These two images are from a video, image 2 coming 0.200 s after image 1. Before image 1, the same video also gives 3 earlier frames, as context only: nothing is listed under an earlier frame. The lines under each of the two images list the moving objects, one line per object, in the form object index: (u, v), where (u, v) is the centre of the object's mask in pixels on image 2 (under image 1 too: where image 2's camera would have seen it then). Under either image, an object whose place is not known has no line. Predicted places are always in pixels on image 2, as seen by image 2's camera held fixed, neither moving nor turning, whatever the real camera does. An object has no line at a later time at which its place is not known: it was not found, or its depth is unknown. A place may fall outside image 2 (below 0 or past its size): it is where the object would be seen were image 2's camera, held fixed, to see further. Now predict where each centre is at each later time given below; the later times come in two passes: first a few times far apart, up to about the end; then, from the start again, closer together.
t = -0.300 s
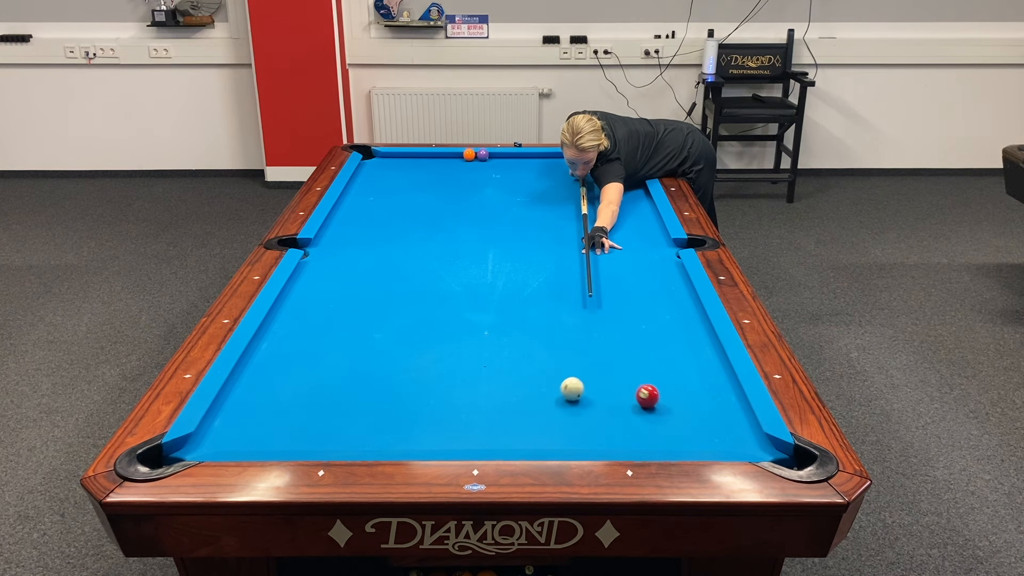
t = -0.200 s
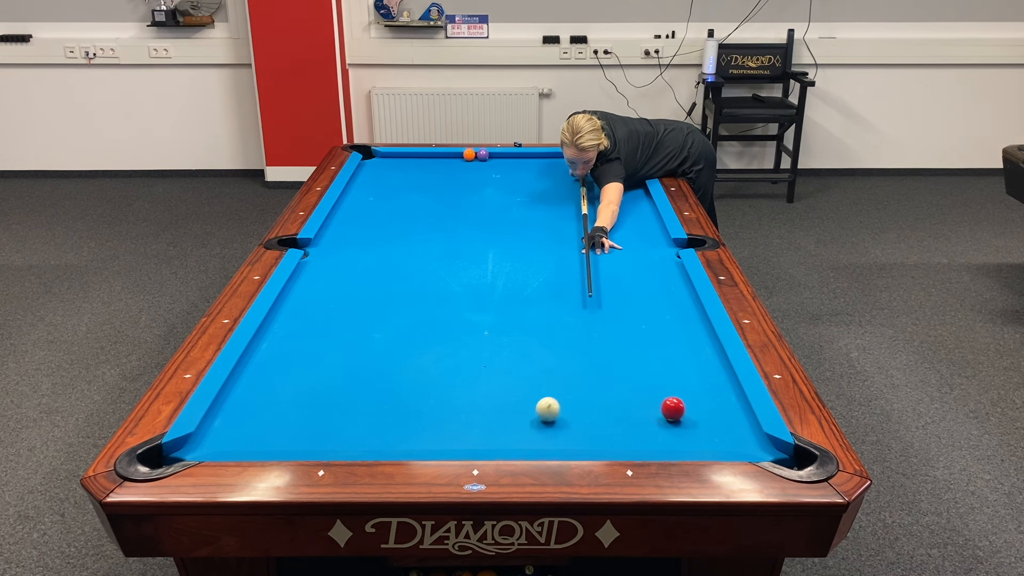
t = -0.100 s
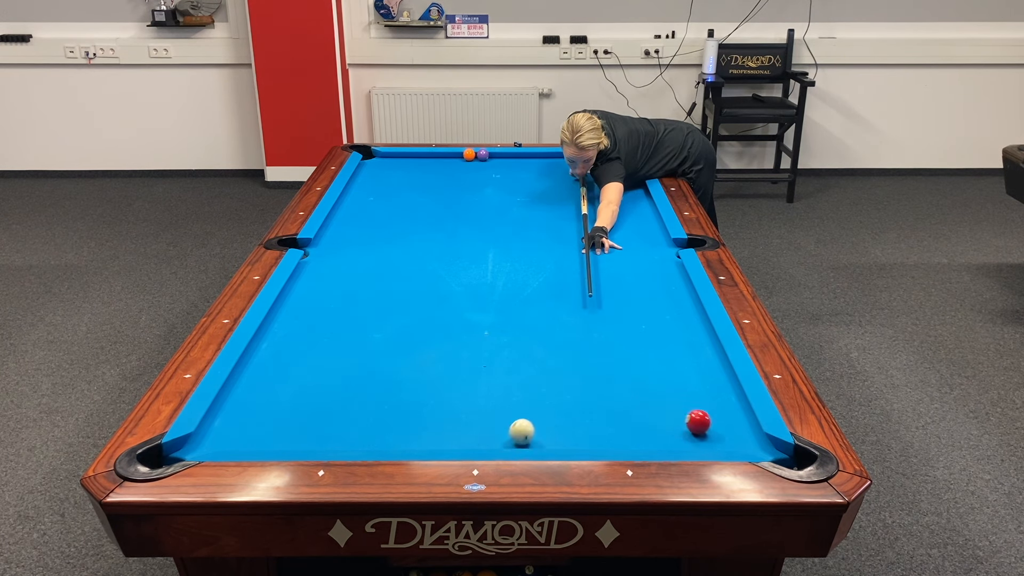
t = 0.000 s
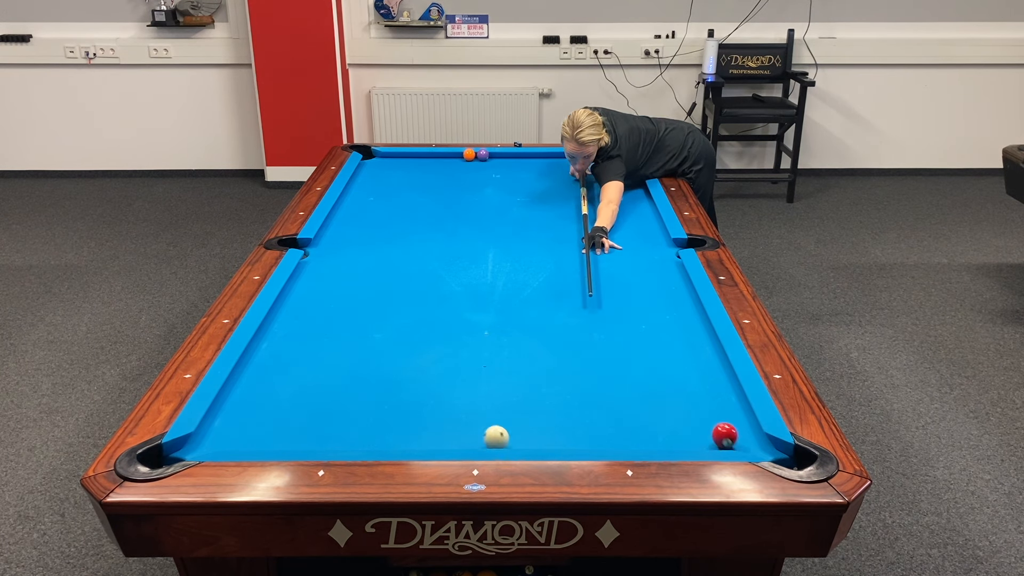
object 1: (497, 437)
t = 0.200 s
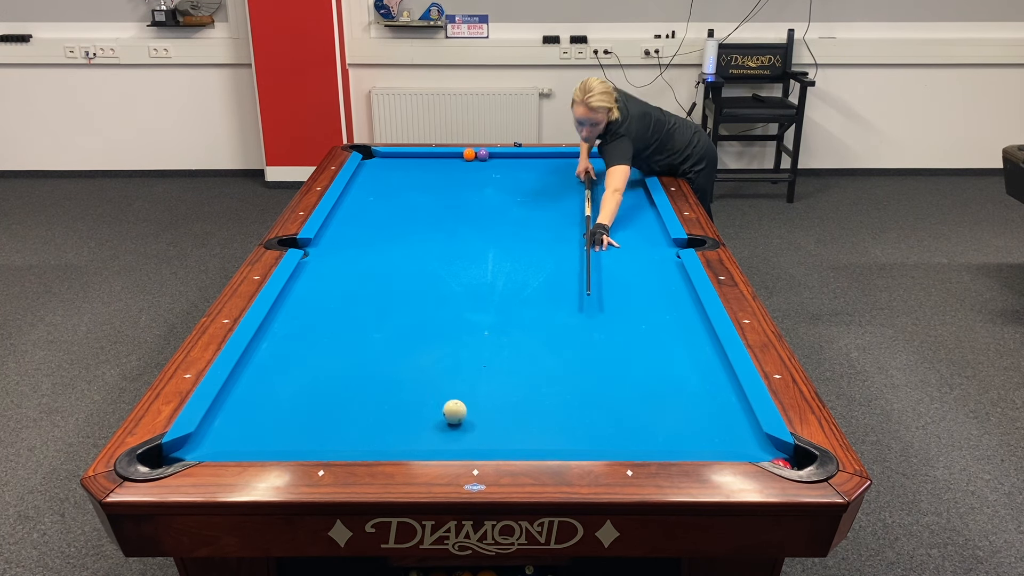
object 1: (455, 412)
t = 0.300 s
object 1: (436, 400)
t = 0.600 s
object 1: (385, 369)
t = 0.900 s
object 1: (341, 343)
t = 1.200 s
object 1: (303, 320)
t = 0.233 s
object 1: (448, 408)
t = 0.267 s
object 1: (442, 404)
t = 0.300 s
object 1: (436, 400)
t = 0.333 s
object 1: (430, 397)
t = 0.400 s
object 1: (418, 389)
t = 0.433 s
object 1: (412, 386)
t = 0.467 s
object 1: (406, 382)
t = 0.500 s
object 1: (401, 379)
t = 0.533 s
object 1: (395, 376)
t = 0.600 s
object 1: (385, 369)
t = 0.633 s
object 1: (379, 366)
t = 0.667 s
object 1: (374, 363)
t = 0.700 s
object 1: (369, 360)
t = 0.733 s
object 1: (364, 357)
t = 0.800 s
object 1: (355, 351)
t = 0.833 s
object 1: (350, 348)
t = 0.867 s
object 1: (345, 345)
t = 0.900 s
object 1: (341, 343)
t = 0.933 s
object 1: (337, 340)
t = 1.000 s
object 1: (328, 335)
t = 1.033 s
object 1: (323, 332)
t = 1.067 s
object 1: (319, 330)
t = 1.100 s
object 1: (315, 327)
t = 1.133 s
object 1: (311, 325)
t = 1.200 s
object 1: (303, 320)
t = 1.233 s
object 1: (299, 318)
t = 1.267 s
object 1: (296, 315)
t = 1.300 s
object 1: (292, 313)
